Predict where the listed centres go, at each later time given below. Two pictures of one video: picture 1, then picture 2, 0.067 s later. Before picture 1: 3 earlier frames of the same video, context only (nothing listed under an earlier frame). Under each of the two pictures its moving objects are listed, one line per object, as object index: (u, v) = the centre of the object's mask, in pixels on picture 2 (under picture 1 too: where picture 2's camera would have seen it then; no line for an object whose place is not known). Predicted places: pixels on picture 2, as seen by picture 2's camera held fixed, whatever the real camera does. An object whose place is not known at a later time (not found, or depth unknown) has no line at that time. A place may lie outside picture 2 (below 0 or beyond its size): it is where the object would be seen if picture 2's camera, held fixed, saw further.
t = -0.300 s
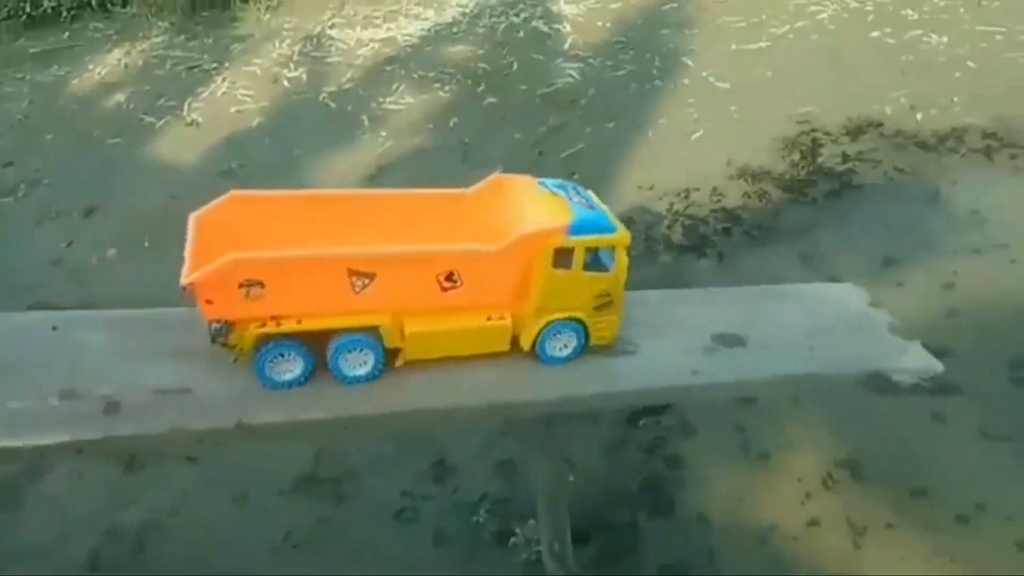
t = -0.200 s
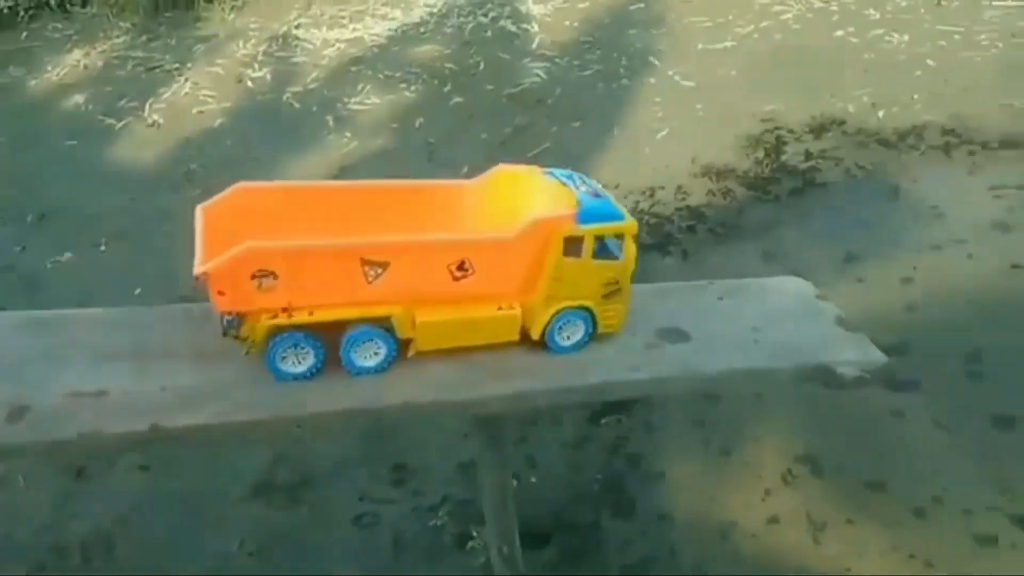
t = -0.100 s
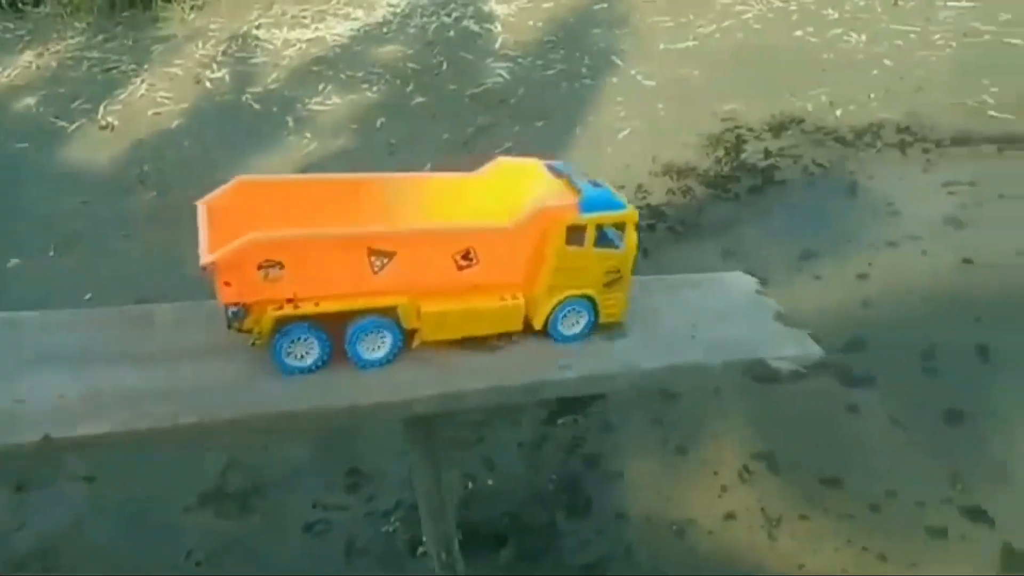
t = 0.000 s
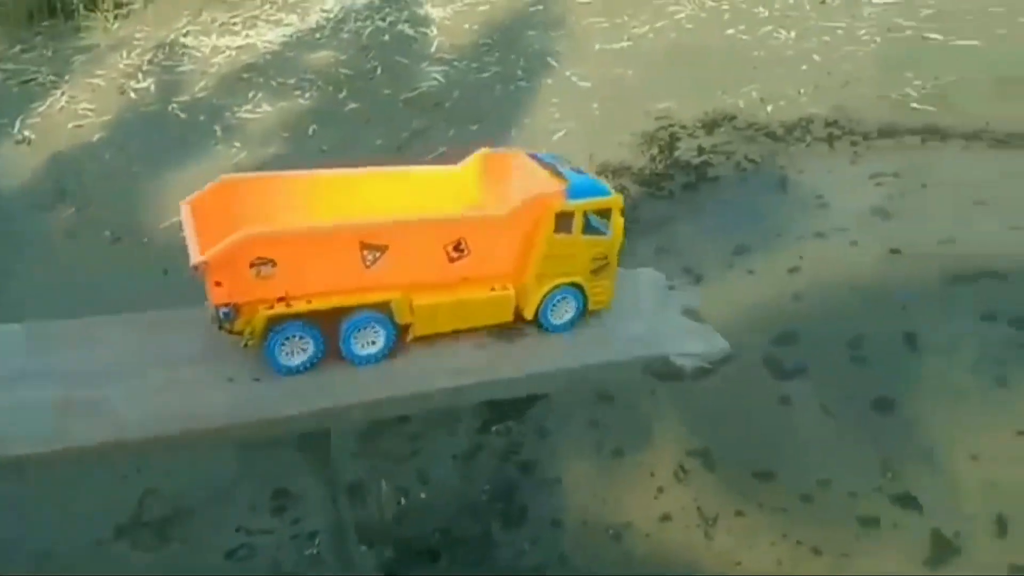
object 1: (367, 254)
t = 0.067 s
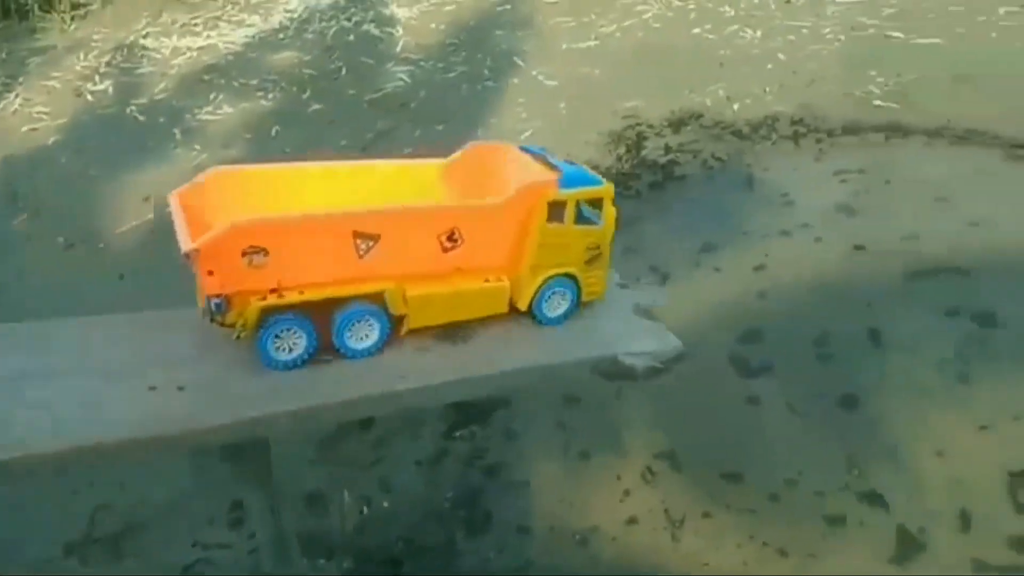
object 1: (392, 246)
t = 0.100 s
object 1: (406, 239)
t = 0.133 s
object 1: (421, 234)
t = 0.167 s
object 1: (437, 228)
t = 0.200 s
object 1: (451, 221)
